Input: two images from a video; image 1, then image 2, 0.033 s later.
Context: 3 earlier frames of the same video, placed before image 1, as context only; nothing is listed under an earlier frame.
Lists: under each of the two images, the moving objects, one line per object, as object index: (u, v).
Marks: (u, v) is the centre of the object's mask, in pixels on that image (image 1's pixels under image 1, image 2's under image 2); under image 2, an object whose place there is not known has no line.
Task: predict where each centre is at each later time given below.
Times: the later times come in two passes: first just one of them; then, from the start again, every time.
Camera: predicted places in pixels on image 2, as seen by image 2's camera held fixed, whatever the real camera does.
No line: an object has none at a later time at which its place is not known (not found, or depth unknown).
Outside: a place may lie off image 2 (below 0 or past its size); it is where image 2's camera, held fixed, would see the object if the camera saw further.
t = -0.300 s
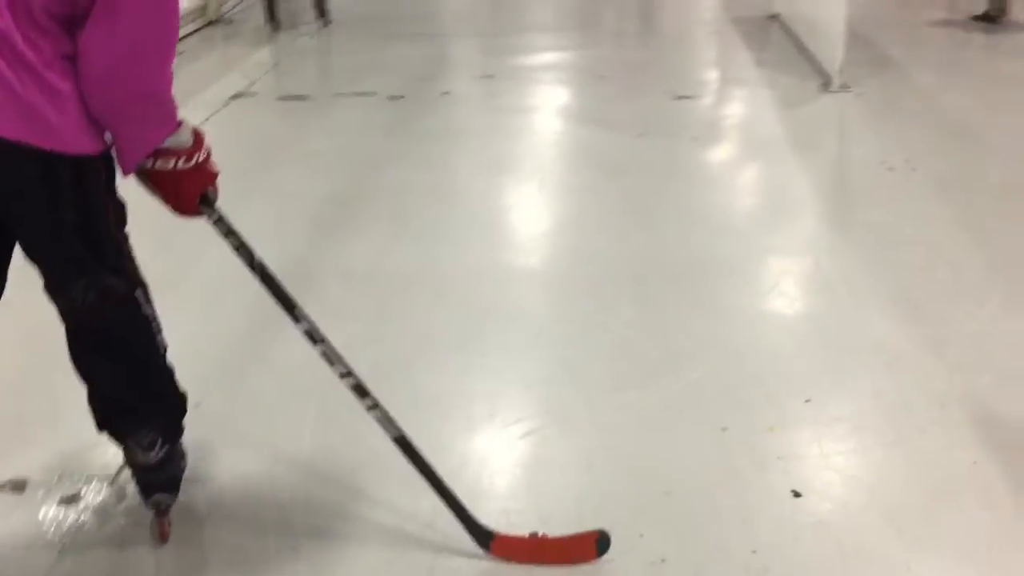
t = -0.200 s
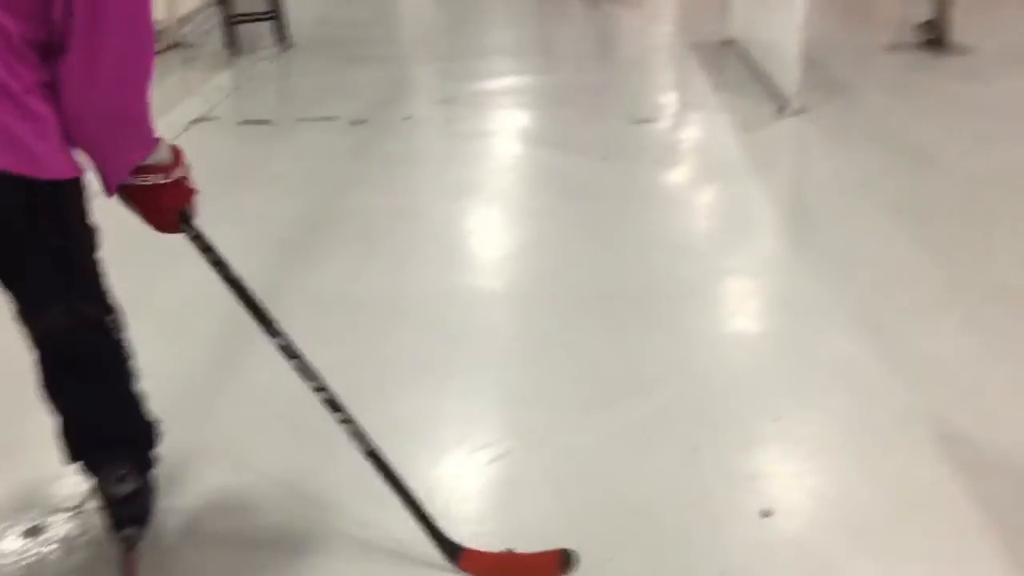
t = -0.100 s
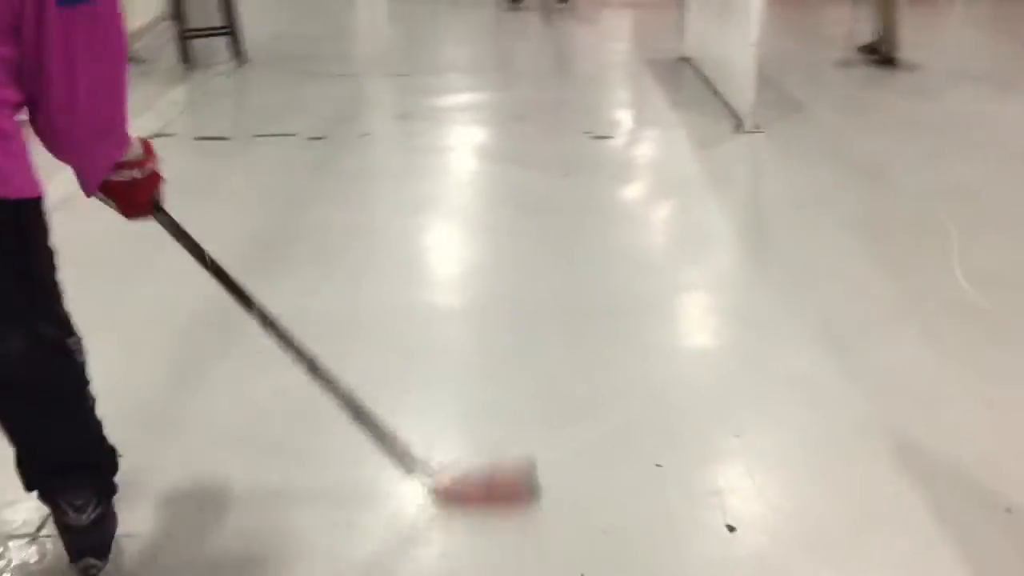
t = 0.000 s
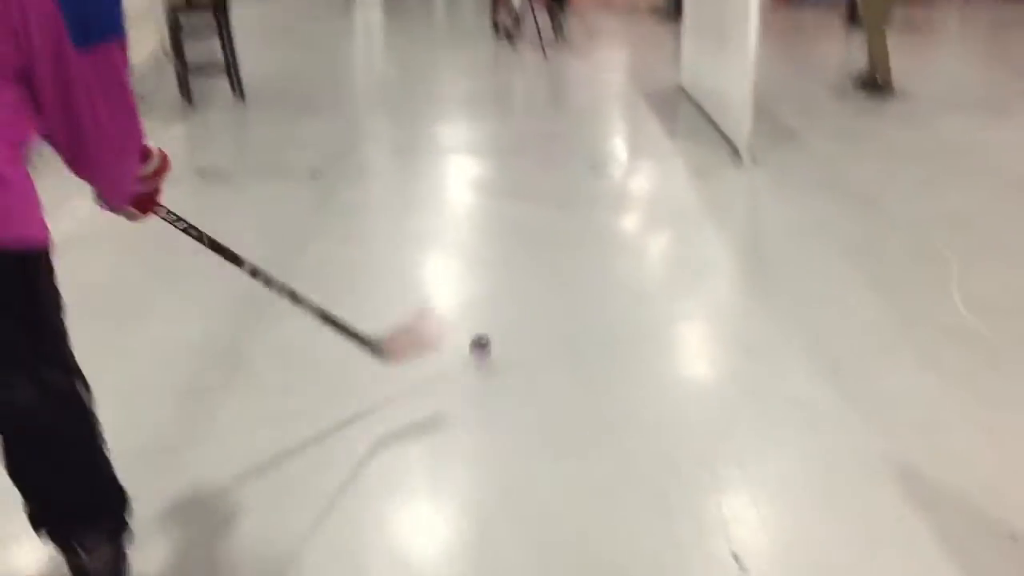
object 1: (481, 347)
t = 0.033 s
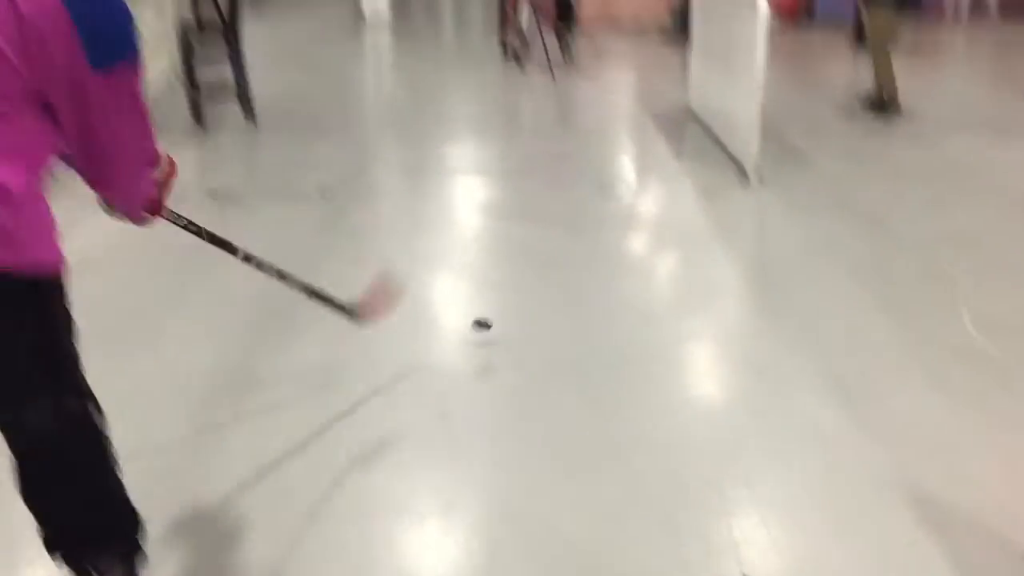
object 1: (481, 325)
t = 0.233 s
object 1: (451, 192)
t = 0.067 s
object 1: (474, 290)
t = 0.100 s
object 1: (469, 263)
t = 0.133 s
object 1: (463, 242)
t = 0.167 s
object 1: (458, 226)
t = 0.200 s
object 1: (455, 211)
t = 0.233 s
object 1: (451, 192)
